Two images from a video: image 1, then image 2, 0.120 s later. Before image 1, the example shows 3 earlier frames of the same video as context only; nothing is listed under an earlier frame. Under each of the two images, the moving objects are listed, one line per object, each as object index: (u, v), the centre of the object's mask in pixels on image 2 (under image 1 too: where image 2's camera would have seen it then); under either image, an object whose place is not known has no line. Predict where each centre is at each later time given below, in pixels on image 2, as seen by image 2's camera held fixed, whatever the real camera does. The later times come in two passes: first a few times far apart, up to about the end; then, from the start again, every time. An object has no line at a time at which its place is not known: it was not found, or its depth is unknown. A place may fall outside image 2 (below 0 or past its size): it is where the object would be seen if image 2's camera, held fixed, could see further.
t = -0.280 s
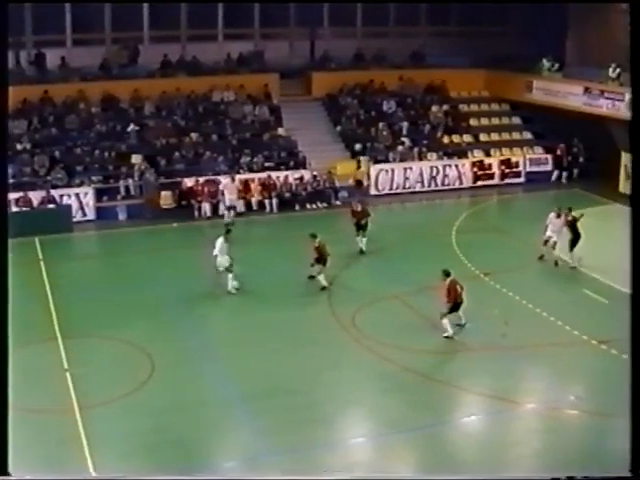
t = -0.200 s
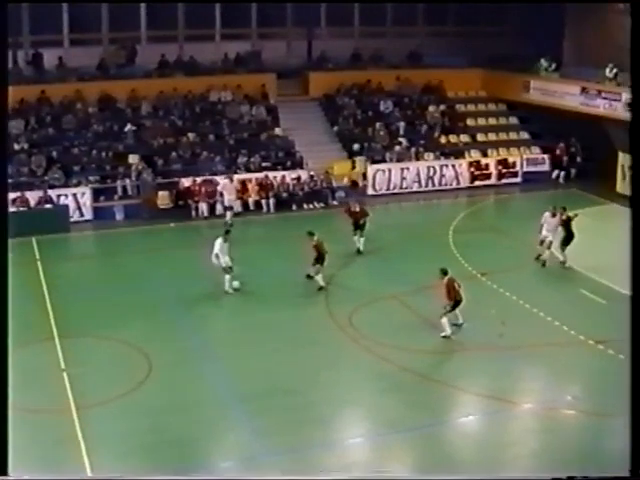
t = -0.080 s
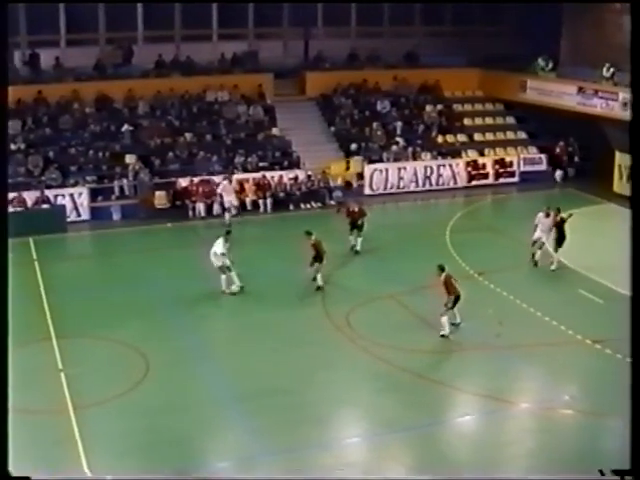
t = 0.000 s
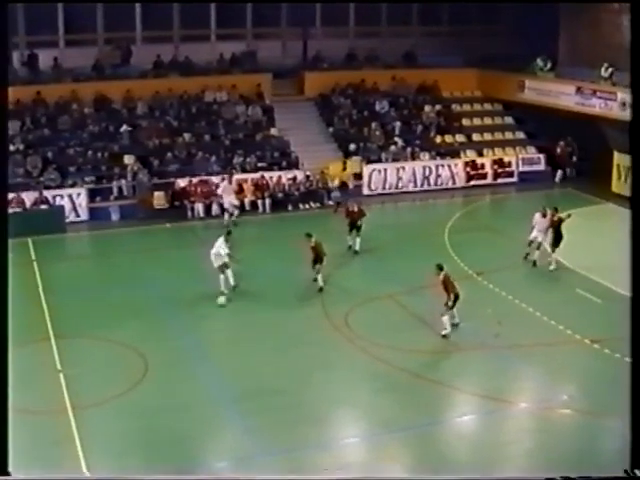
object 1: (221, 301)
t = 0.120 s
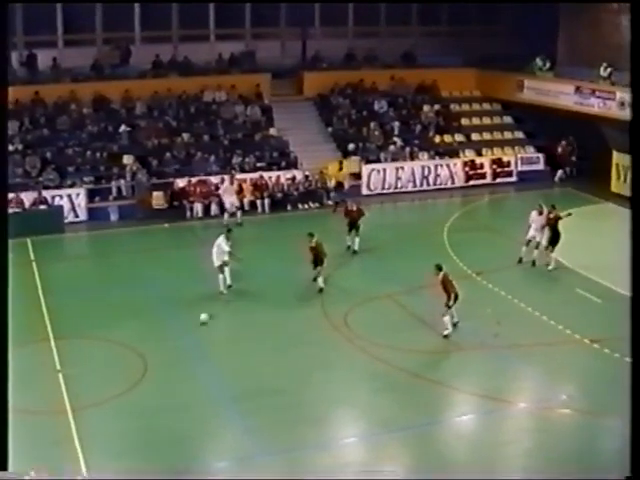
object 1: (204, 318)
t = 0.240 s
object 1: (187, 335)
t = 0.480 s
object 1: (155, 367)
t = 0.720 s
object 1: (124, 400)
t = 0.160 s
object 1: (197, 324)
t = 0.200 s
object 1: (192, 330)
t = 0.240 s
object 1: (187, 335)
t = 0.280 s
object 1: (182, 341)
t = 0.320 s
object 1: (178, 346)
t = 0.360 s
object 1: (172, 351)
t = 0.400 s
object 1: (166, 357)
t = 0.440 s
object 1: (160, 362)
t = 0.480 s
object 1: (155, 367)
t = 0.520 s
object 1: (151, 372)
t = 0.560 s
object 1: (145, 378)
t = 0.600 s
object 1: (140, 382)
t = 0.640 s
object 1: (134, 389)
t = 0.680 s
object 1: (128, 394)
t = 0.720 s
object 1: (124, 400)
